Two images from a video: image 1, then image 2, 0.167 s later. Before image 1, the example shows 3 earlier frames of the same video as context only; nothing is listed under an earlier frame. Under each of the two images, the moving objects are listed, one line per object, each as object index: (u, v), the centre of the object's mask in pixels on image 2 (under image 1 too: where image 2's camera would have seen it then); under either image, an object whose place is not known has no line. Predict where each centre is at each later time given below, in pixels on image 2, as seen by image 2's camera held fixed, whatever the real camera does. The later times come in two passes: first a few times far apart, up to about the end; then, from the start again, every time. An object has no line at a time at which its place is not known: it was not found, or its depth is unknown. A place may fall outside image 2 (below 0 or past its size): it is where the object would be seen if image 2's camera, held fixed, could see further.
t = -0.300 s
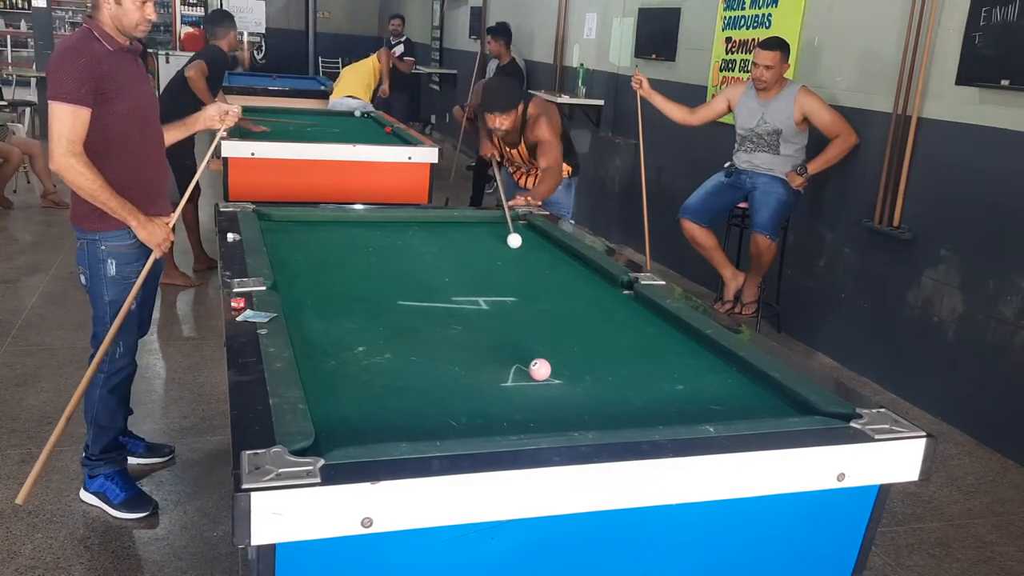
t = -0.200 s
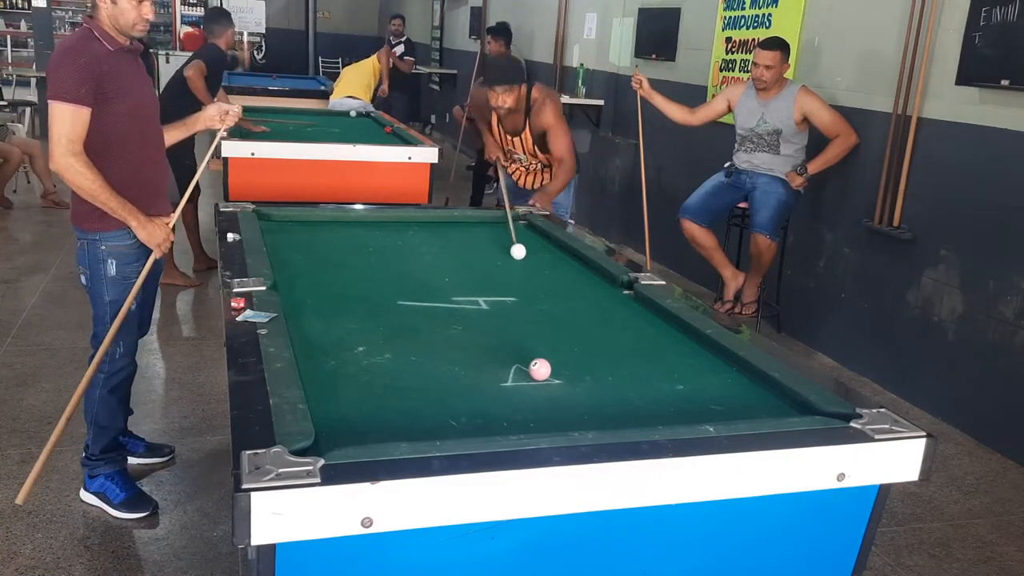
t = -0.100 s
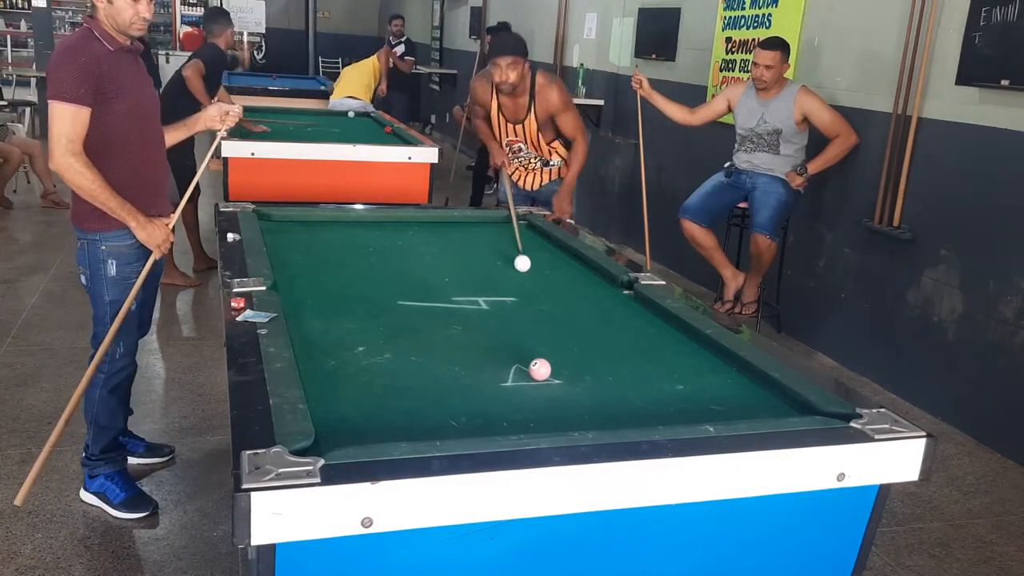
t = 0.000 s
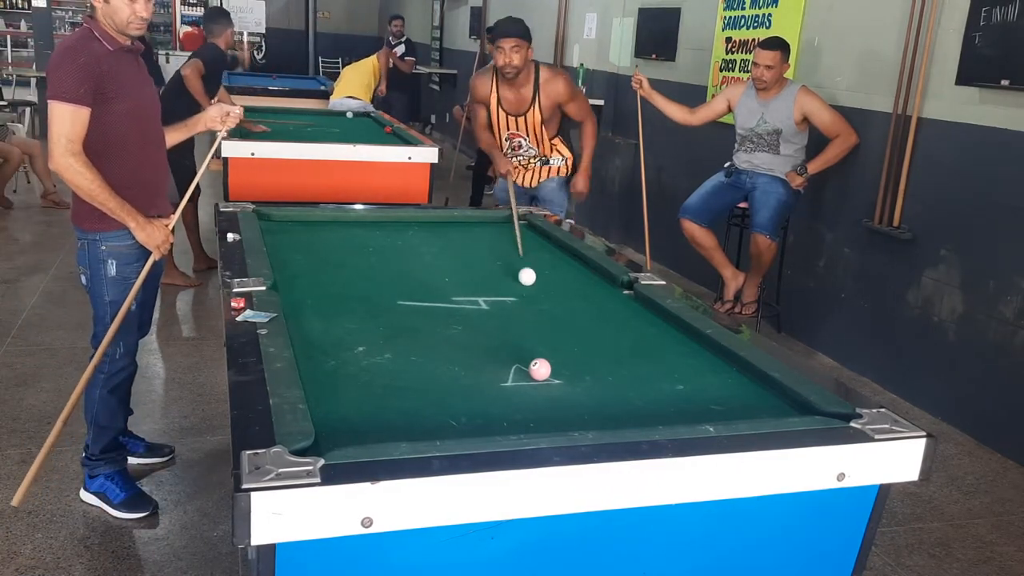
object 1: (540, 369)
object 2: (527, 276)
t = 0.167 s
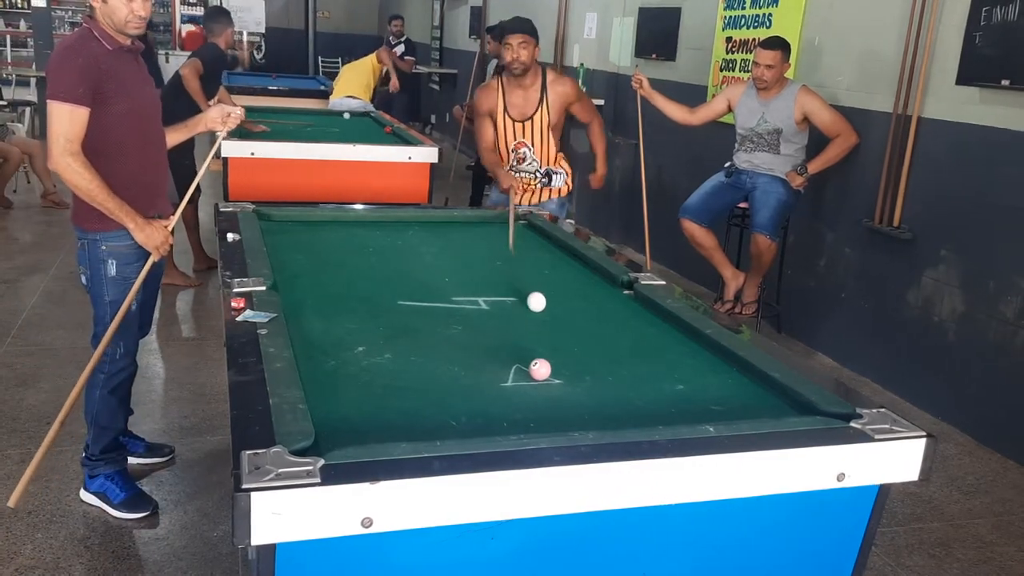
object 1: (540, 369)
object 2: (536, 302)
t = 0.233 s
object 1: (540, 370)
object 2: (540, 313)
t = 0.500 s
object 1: (536, 370)
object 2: (565, 370)
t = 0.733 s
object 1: (494, 378)
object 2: (617, 417)
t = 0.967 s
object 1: (455, 385)
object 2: (577, 378)
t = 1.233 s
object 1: (410, 395)
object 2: (546, 341)
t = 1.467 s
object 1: (373, 402)
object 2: (524, 315)
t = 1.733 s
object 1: (332, 411)
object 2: (503, 291)
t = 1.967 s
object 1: (337, 415)
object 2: (489, 274)
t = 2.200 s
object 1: (360, 417)
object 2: (477, 259)
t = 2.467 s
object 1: (385, 419)
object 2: (466, 244)
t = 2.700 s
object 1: (404, 421)
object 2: (457, 233)
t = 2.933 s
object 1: (421, 422)
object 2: (450, 224)
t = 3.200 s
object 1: (437, 423)
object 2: (447, 219)
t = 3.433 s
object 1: (448, 424)
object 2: (456, 225)
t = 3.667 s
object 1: (458, 425)
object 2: (465, 231)
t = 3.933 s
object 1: (464, 425)
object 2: (475, 238)
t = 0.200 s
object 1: (540, 369)
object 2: (538, 307)
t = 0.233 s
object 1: (540, 370)
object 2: (540, 313)
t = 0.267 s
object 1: (540, 370)
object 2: (543, 319)
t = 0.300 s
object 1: (540, 369)
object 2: (545, 326)
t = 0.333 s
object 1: (540, 369)
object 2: (548, 333)
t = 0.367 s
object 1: (540, 369)
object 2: (550, 339)
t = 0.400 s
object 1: (540, 369)
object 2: (553, 347)
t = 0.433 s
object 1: (540, 369)
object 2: (556, 354)
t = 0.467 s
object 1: (540, 369)
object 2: (559, 362)
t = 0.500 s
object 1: (536, 370)
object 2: (565, 370)
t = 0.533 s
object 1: (528, 371)
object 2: (573, 378)
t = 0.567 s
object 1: (523, 372)
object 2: (581, 387)
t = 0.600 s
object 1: (517, 373)
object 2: (590, 395)
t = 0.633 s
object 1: (511, 374)
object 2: (599, 404)
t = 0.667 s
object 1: (505, 375)
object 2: (608, 413)
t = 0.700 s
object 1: (500, 377)
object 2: (617, 420)
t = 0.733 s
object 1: (494, 378)
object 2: (617, 417)
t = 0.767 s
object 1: (488, 379)
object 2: (609, 411)
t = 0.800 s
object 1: (483, 380)
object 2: (603, 406)
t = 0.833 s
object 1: (477, 381)
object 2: (597, 400)
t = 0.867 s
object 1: (471, 382)
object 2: (592, 394)
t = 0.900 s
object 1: (466, 383)
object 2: (587, 389)
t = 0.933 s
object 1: (460, 384)
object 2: (582, 383)
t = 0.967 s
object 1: (455, 385)
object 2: (577, 378)
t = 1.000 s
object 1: (449, 386)
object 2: (573, 373)
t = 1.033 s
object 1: (444, 387)
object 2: (569, 368)
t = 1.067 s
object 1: (438, 389)
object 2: (564, 363)
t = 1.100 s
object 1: (433, 390)
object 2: (560, 358)
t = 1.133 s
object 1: (427, 391)
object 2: (556, 354)
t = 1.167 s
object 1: (421, 392)
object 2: (553, 349)
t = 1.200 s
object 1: (416, 394)
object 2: (549, 345)
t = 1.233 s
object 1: (410, 395)
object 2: (546, 341)
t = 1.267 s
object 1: (405, 396)
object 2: (542, 337)
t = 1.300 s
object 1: (399, 397)
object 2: (539, 333)
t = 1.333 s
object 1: (394, 398)
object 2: (535, 329)
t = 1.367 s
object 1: (389, 399)
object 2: (532, 326)
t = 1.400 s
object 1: (384, 400)
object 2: (529, 322)
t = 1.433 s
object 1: (378, 401)
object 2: (526, 318)
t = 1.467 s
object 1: (373, 402)
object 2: (524, 315)
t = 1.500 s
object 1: (368, 403)
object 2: (521, 312)
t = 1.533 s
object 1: (362, 404)
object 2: (518, 309)
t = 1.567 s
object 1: (357, 405)
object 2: (515, 306)
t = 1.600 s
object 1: (352, 407)
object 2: (513, 303)
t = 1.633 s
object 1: (347, 408)
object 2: (511, 299)
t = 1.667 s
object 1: (342, 409)
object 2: (508, 297)
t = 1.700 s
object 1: (337, 410)
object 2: (506, 294)
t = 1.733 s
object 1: (332, 411)
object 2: (503, 291)
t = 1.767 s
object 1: (327, 412)
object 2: (501, 288)
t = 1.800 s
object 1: (322, 413)
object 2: (499, 286)
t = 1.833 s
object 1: (323, 414)
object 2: (497, 283)
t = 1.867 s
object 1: (326, 414)
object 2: (495, 281)
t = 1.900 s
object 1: (330, 414)
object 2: (493, 278)
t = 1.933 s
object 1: (333, 414)
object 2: (491, 276)
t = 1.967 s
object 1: (337, 415)
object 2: (489, 274)
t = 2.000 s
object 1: (340, 416)
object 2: (488, 271)
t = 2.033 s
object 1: (344, 416)
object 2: (486, 269)
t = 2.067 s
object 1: (347, 416)
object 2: (484, 267)
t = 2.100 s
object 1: (350, 416)
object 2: (482, 265)
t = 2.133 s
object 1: (354, 417)
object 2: (481, 263)
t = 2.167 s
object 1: (357, 417)
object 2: (479, 261)
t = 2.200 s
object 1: (360, 417)
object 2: (477, 259)
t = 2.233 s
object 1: (364, 417)
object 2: (476, 257)
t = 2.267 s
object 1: (367, 418)
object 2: (474, 255)
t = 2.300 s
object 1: (370, 418)
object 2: (473, 253)
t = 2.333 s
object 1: (373, 418)
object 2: (471, 251)
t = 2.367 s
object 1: (376, 418)
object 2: (470, 249)
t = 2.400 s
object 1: (379, 419)
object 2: (469, 248)
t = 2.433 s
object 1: (382, 419)
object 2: (467, 246)
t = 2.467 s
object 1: (385, 419)
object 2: (466, 244)
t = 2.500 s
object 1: (388, 419)
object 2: (464, 242)
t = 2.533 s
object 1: (391, 420)
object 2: (463, 241)
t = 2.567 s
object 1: (394, 420)
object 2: (462, 239)
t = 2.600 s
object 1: (396, 420)
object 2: (461, 238)
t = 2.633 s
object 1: (399, 421)
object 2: (459, 236)
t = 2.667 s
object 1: (402, 421)
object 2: (458, 235)
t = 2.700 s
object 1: (404, 421)
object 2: (457, 233)
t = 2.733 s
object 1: (407, 421)
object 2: (456, 232)
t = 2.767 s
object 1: (409, 421)
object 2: (455, 230)
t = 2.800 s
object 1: (412, 421)
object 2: (454, 229)
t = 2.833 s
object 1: (414, 422)
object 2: (453, 228)
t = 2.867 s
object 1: (417, 422)
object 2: (452, 226)
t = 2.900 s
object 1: (419, 422)
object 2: (451, 225)
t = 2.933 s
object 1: (421, 422)
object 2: (450, 224)
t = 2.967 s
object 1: (423, 422)
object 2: (449, 222)
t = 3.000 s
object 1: (425, 422)
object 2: (447, 221)
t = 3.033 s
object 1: (427, 422)
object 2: (446, 220)
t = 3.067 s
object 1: (429, 422)
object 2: (445, 219)
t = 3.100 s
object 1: (432, 423)
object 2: (444, 218)
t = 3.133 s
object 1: (434, 423)
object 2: (445, 217)
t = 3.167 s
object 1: (435, 423)
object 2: (446, 218)
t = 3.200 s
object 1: (437, 423)
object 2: (447, 219)
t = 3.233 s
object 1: (439, 423)
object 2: (448, 220)
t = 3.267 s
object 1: (441, 423)
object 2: (450, 221)
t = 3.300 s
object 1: (442, 424)
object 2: (451, 222)
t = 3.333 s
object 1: (444, 424)
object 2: (452, 223)
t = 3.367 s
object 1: (446, 424)
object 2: (453, 224)
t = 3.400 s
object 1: (447, 424)
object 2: (455, 225)
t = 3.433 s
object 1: (448, 424)
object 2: (456, 225)
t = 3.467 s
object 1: (450, 424)
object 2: (457, 226)
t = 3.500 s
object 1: (451, 424)
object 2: (458, 227)
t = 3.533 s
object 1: (453, 424)
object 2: (459, 228)
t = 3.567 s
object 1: (454, 424)
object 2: (461, 229)
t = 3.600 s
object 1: (455, 424)
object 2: (462, 230)
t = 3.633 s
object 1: (457, 425)
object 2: (463, 230)
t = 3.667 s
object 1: (458, 425)
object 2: (465, 231)
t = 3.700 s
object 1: (459, 424)
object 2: (466, 232)
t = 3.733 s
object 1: (460, 425)
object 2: (467, 233)
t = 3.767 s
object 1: (461, 425)
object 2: (469, 234)
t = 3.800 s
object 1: (462, 425)
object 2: (470, 235)
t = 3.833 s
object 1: (463, 425)
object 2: (471, 236)
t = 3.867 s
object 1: (463, 425)
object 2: (472, 237)
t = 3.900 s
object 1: (464, 425)
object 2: (473, 238)
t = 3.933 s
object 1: (464, 425)
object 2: (475, 238)
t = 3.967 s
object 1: (465, 425)
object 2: (476, 239)
